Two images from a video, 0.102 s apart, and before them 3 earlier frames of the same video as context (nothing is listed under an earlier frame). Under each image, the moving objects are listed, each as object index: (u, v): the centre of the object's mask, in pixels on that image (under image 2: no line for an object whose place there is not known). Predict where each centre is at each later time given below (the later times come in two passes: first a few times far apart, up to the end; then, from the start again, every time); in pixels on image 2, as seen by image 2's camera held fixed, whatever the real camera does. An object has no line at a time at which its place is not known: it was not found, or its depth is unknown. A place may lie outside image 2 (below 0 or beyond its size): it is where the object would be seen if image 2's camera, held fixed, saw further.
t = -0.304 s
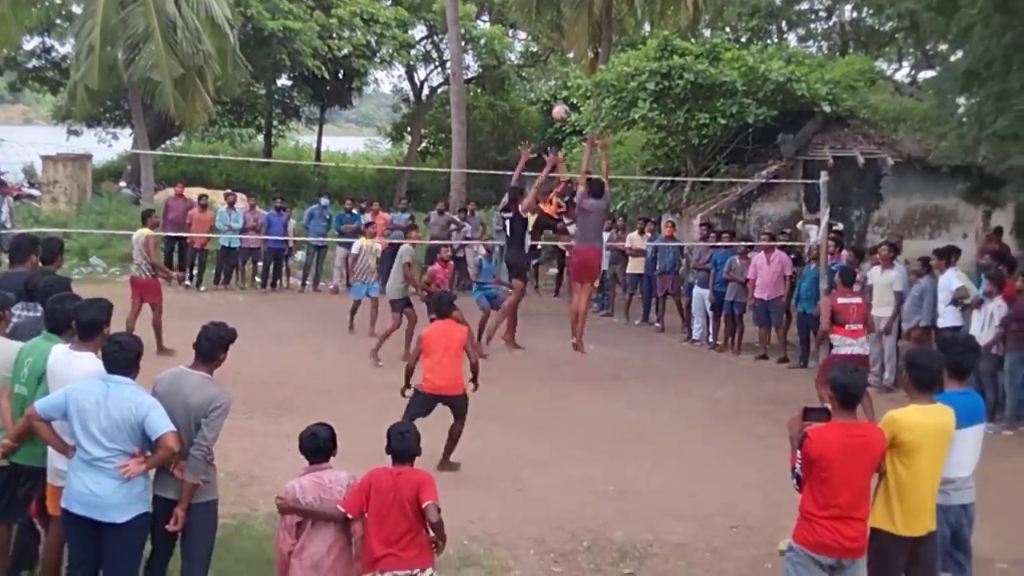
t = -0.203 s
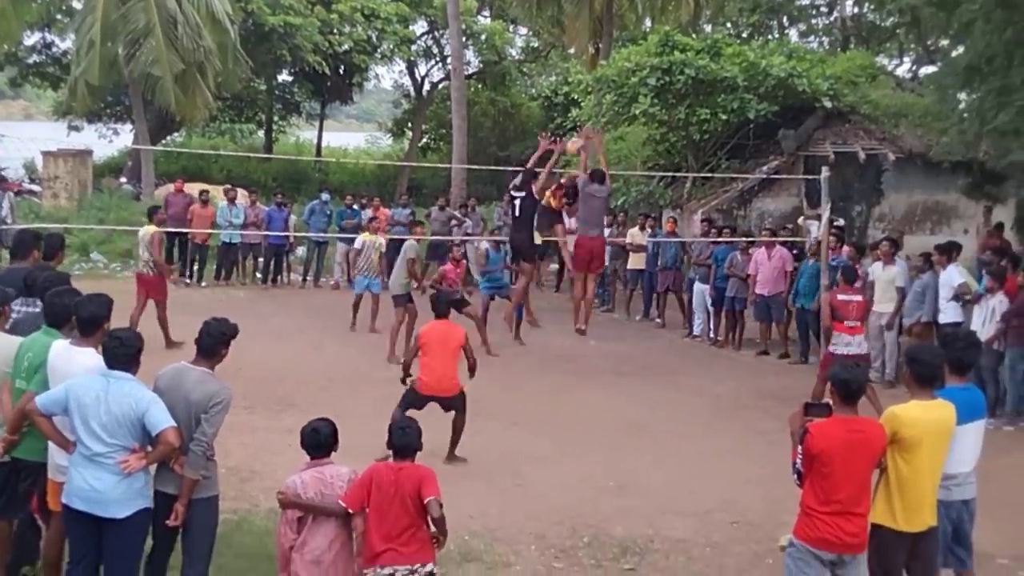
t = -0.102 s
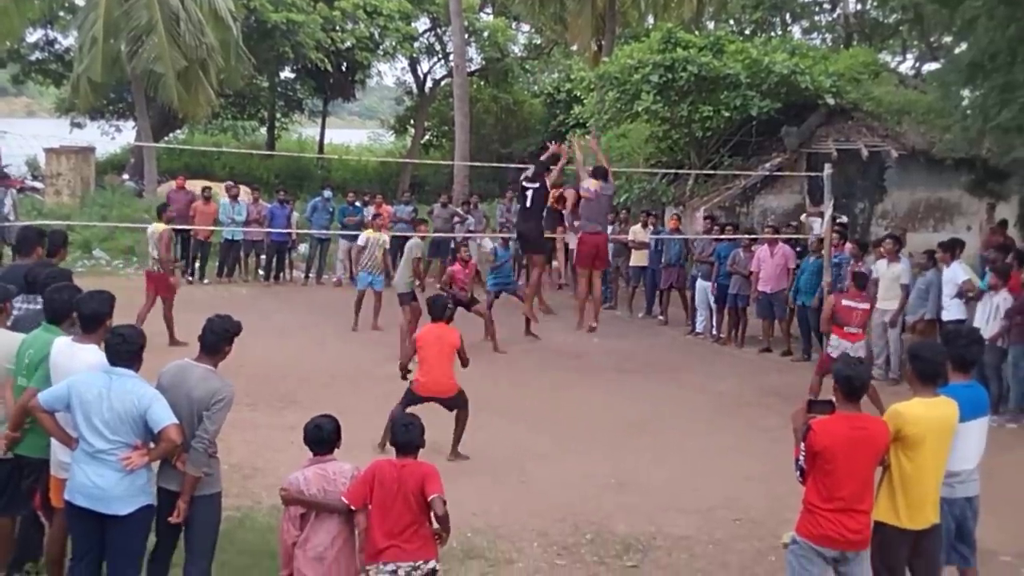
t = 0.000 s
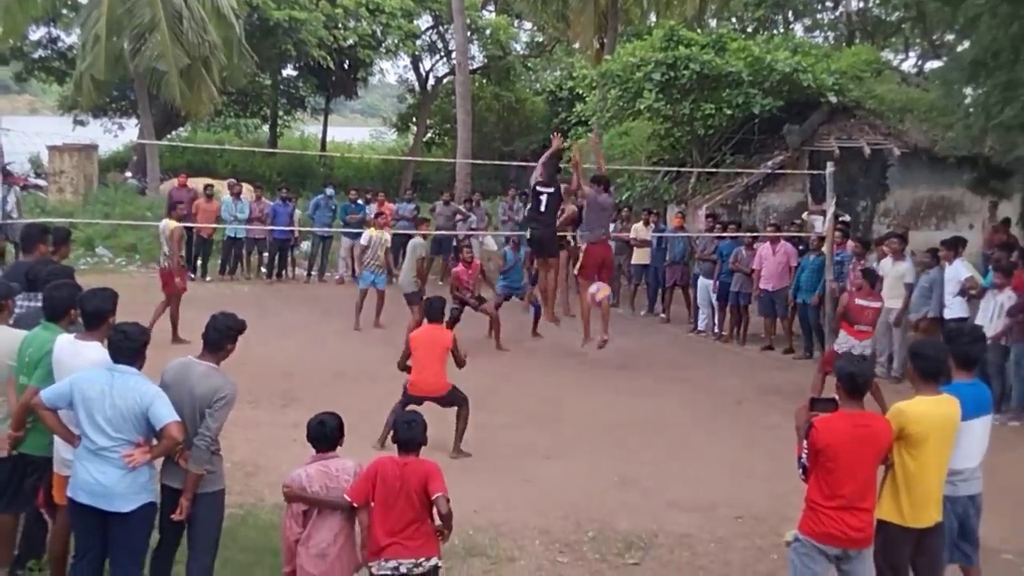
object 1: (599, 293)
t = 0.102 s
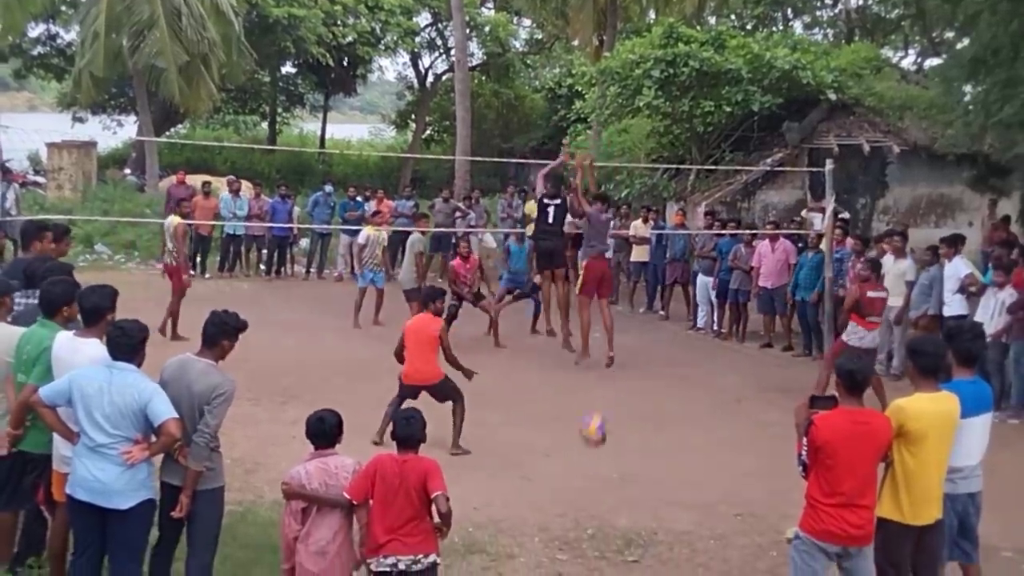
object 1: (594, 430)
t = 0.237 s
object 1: (593, 525)
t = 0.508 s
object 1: (627, 375)
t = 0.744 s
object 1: (671, 392)
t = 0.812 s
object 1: (697, 481)
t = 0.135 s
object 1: (591, 491)
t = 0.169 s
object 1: (585, 562)
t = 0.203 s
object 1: (588, 549)
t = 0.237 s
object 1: (593, 525)
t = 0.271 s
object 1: (596, 502)
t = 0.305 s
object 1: (600, 481)
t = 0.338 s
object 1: (604, 459)
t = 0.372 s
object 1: (608, 441)
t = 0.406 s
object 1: (613, 420)
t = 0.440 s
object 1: (618, 404)
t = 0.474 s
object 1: (622, 390)
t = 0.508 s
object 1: (627, 375)
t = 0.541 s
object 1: (631, 366)
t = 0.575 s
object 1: (637, 356)
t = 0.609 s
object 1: (643, 351)
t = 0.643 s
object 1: (649, 354)
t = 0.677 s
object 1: (656, 356)
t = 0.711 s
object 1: (663, 370)
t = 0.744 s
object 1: (671, 392)
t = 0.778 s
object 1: (683, 424)
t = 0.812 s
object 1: (697, 481)
